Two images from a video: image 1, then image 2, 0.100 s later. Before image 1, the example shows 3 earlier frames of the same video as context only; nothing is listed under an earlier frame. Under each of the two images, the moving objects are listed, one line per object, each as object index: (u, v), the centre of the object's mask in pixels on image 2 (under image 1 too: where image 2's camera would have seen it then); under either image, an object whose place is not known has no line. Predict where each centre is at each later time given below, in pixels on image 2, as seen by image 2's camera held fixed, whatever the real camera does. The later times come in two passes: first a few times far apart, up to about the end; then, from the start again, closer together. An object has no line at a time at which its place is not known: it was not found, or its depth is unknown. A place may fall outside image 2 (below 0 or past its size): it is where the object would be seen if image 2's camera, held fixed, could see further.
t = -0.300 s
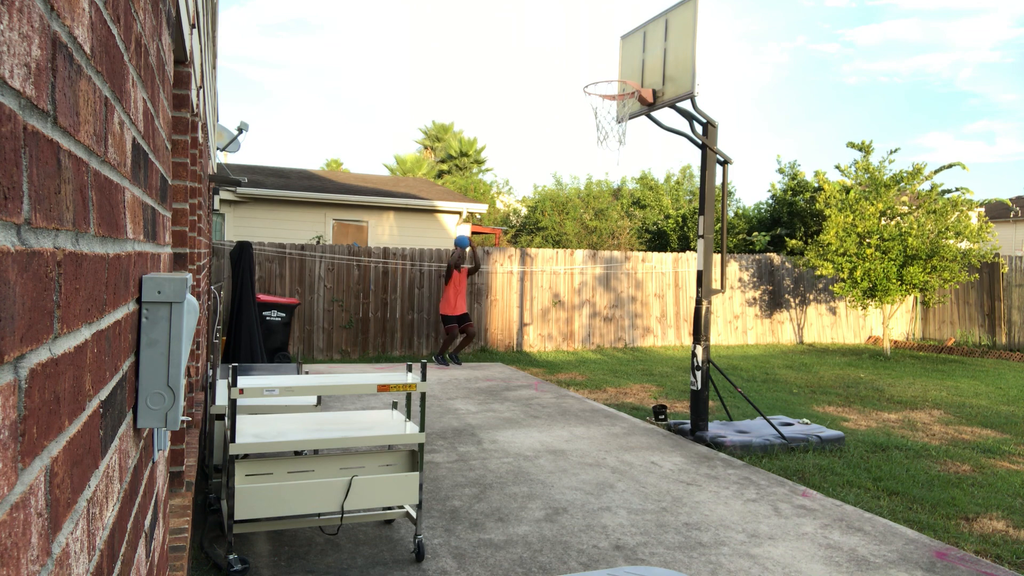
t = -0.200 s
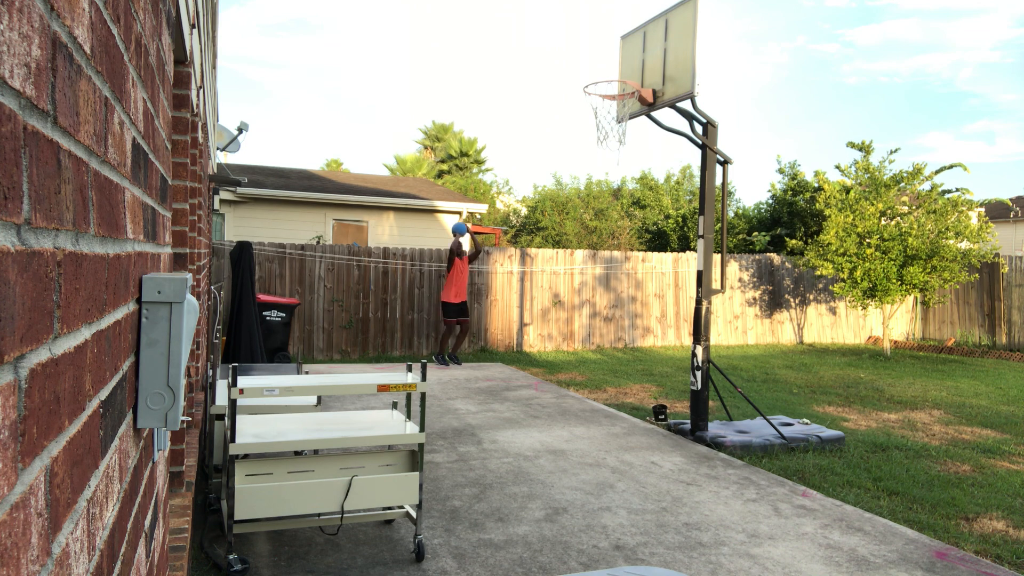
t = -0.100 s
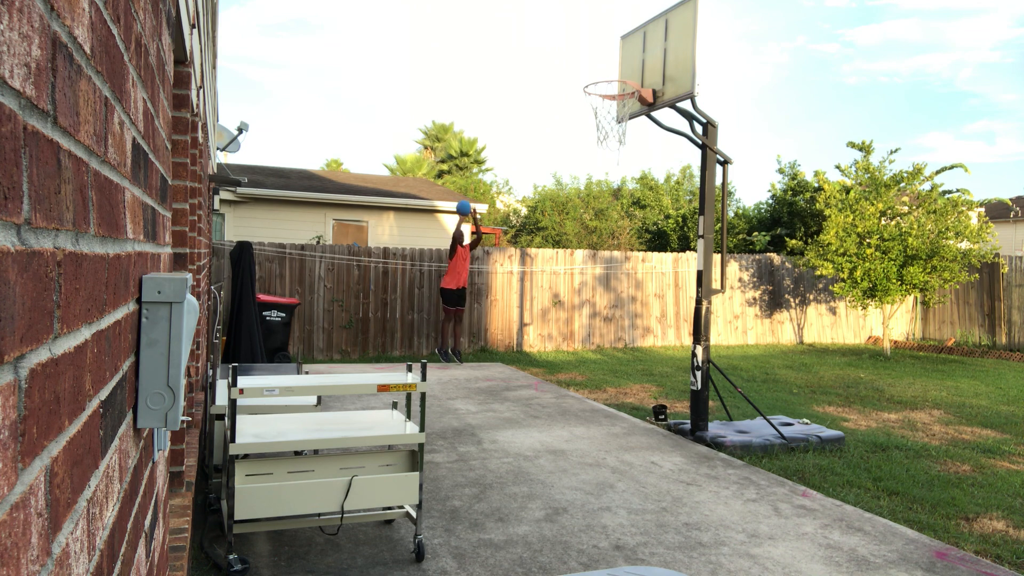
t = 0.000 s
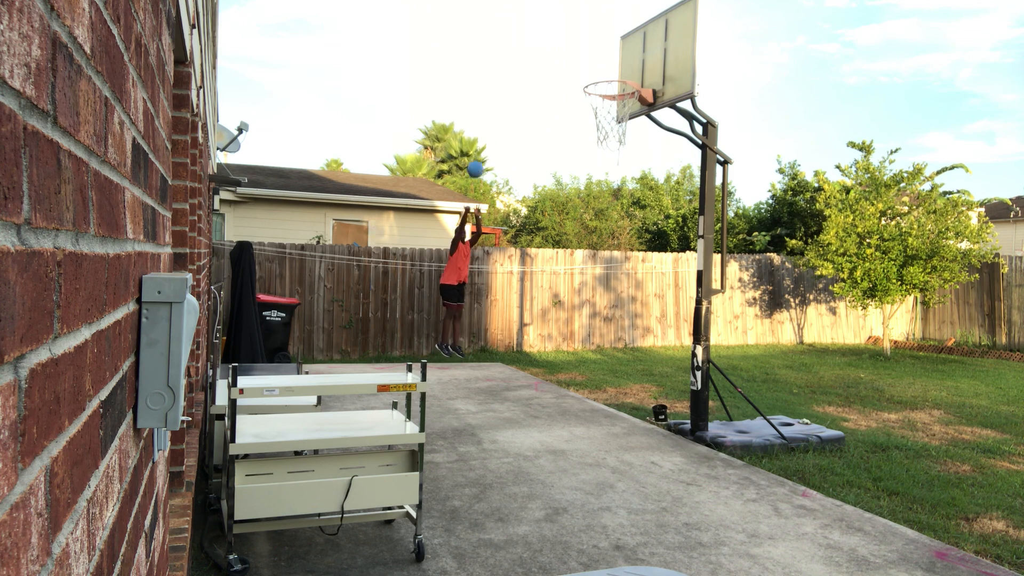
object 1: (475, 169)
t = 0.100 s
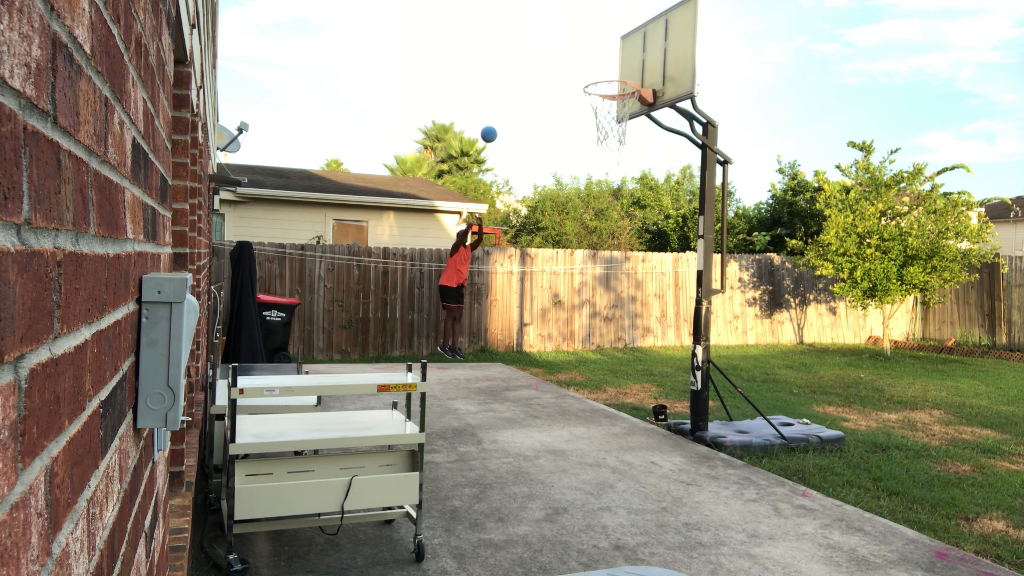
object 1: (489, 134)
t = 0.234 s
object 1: (508, 96)
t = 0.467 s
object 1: (546, 57)
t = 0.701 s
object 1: (592, 70)
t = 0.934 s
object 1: (603, 100)
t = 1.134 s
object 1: (590, 118)
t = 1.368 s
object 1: (598, 158)
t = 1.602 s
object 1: (605, 251)
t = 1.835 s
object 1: (610, 398)
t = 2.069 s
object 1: (619, 312)
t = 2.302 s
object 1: (626, 230)
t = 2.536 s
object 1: (631, 212)
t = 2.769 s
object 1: (633, 255)
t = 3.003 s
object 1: (632, 356)
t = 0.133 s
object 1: (493, 123)
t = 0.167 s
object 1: (498, 113)
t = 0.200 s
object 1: (503, 104)
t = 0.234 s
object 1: (508, 96)
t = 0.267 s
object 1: (513, 88)
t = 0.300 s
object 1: (518, 80)
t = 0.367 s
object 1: (528, 68)
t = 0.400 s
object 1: (534, 63)
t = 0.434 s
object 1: (540, 60)
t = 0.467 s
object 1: (546, 57)
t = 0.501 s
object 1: (552, 55)
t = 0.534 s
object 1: (558, 55)
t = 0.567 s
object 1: (565, 55)
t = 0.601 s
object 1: (571, 57)
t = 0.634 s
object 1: (578, 60)
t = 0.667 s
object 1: (585, 64)
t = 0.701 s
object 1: (592, 70)
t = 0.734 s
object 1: (600, 77)
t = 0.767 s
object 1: (607, 82)
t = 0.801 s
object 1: (613, 83)
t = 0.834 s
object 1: (619, 85)
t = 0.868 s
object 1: (617, 88)
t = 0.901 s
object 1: (610, 94)
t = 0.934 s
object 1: (603, 100)
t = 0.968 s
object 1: (597, 107)
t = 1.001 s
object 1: (593, 111)
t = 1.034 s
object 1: (591, 113)
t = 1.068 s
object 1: (589, 115)
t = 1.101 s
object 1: (589, 117)
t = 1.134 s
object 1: (590, 118)
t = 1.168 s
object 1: (591, 121)
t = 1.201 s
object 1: (592, 125)
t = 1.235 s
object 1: (593, 130)
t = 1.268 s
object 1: (594, 134)
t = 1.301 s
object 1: (595, 141)
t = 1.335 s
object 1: (597, 149)
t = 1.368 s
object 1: (598, 158)
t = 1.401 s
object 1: (599, 168)
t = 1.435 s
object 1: (600, 179)
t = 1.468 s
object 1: (601, 191)
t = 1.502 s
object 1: (602, 204)
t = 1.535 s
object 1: (603, 219)
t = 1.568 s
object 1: (604, 234)
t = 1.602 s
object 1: (605, 251)
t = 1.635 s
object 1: (606, 269)
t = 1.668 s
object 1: (607, 288)
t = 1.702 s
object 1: (608, 308)
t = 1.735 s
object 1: (608, 329)
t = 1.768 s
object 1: (609, 352)
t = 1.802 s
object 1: (609, 374)
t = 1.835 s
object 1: (610, 398)
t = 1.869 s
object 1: (610, 424)
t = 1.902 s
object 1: (612, 410)
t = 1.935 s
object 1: (613, 388)
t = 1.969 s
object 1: (615, 366)
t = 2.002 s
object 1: (616, 347)
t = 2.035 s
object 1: (618, 328)
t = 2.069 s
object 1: (619, 312)
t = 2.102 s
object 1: (620, 296)
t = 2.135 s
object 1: (621, 281)
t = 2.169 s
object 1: (622, 268)
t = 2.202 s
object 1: (623, 257)
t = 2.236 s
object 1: (624, 247)
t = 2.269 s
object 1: (625, 237)
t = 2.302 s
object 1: (626, 230)
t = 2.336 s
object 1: (627, 223)
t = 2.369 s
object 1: (628, 218)
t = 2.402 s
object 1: (628, 215)
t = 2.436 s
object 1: (629, 212)
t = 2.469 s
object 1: (630, 211)
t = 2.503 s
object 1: (630, 211)
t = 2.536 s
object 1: (631, 212)
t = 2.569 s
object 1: (631, 215)
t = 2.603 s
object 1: (632, 218)
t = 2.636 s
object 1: (632, 223)
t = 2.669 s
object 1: (632, 230)
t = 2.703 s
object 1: (632, 237)
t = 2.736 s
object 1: (633, 245)
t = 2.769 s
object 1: (633, 255)
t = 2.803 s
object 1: (633, 267)
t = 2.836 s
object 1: (633, 279)
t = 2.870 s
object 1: (633, 292)
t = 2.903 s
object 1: (633, 306)
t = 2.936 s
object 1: (633, 321)
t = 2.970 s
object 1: (632, 338)
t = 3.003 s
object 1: (632, 356)
